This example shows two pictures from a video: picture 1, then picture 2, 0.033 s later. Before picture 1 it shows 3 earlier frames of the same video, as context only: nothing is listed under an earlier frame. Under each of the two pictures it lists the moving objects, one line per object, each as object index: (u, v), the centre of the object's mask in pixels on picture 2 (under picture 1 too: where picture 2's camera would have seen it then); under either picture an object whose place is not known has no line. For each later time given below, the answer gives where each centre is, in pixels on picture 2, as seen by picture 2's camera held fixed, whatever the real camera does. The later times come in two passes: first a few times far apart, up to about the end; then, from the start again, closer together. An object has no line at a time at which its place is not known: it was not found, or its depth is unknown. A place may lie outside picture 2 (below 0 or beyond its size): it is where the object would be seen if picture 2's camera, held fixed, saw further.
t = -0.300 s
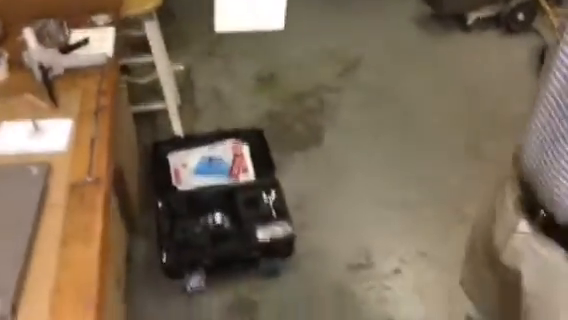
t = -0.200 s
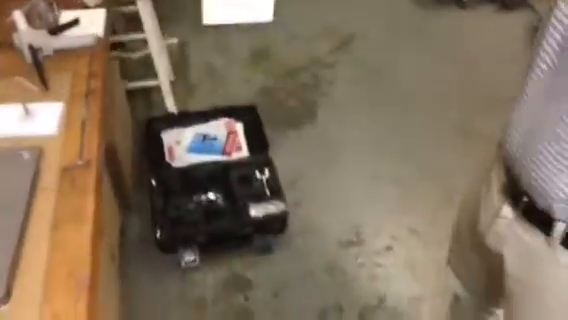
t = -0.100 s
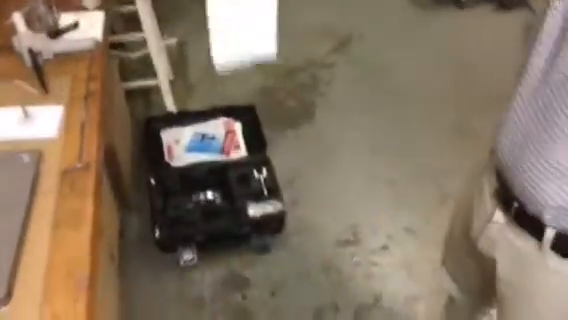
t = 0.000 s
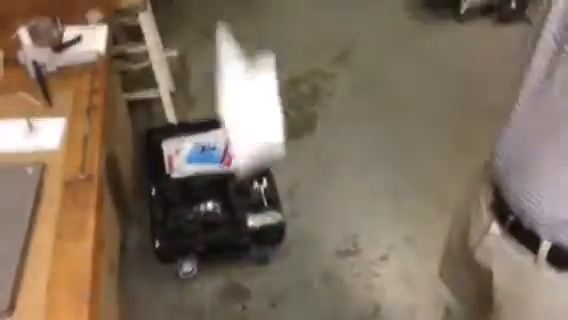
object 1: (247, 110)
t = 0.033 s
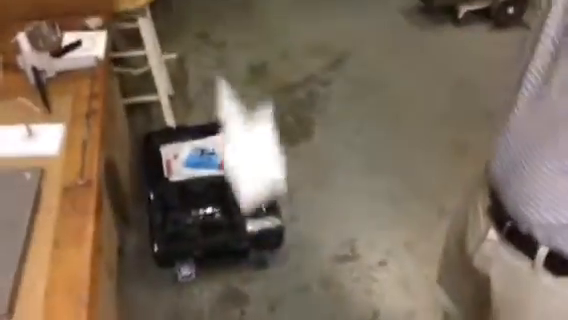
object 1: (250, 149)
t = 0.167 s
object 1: (253, 289)
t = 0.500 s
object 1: (252, 404)
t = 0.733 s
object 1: (230, 427)
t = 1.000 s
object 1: (165, 426)
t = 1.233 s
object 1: (172, 431)
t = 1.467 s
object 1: (176, 441)
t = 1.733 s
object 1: (176, 440)
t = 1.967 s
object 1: (176, 440)
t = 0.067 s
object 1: (253, 192)
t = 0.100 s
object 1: (254, 232)
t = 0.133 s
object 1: (255, 269)
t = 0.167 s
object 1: (253, 289)
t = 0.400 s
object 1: (261, 414)
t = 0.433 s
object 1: (254, 412)
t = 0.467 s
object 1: (256, 409)
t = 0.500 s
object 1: (252, 404)
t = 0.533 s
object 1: (248, 401)
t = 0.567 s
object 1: (245, 403)
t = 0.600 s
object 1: (243, 409)
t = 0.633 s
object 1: (240, 412)
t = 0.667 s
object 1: (237, 417)
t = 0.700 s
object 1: (234, 421)
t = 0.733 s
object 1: (230, 427)
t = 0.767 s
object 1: (223, 428)
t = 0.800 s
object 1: (214, 423)
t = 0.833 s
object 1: (206, 424)
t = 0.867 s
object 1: (198, 424)
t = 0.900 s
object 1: (191, 423)
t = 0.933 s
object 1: (181, 424)
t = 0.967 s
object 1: (171, 426)
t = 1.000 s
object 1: (165, 426)
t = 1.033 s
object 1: (162, 425)
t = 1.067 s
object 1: (161, 424)
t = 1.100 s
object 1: (163, 423)
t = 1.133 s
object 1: (165, 423)
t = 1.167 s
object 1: (167, 425)
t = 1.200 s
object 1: (169, 428)
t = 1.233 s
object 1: (172, 431)
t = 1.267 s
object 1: (172, 432)
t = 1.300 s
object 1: (173, 433)
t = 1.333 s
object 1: (174, 436)
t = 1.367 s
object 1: (175, 438)
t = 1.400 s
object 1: (176, 440)
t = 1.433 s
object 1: (176, 440)
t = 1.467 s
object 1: (176, 441)
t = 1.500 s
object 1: (176, 440)
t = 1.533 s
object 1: (176, 440)
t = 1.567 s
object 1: (176, 441)
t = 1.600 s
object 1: (176, 441)
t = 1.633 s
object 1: (176, 441)
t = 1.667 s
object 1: (176, 440)
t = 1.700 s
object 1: (176, 440)
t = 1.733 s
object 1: (176, 440)
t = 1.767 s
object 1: (176, 440)
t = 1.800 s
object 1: (176, 440)
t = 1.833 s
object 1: (176, 440)
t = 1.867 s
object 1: (176, 440)
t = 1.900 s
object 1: (176, 440)
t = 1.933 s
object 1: (176, 440)
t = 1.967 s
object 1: (176, 440)
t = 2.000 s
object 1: (176, 440)
